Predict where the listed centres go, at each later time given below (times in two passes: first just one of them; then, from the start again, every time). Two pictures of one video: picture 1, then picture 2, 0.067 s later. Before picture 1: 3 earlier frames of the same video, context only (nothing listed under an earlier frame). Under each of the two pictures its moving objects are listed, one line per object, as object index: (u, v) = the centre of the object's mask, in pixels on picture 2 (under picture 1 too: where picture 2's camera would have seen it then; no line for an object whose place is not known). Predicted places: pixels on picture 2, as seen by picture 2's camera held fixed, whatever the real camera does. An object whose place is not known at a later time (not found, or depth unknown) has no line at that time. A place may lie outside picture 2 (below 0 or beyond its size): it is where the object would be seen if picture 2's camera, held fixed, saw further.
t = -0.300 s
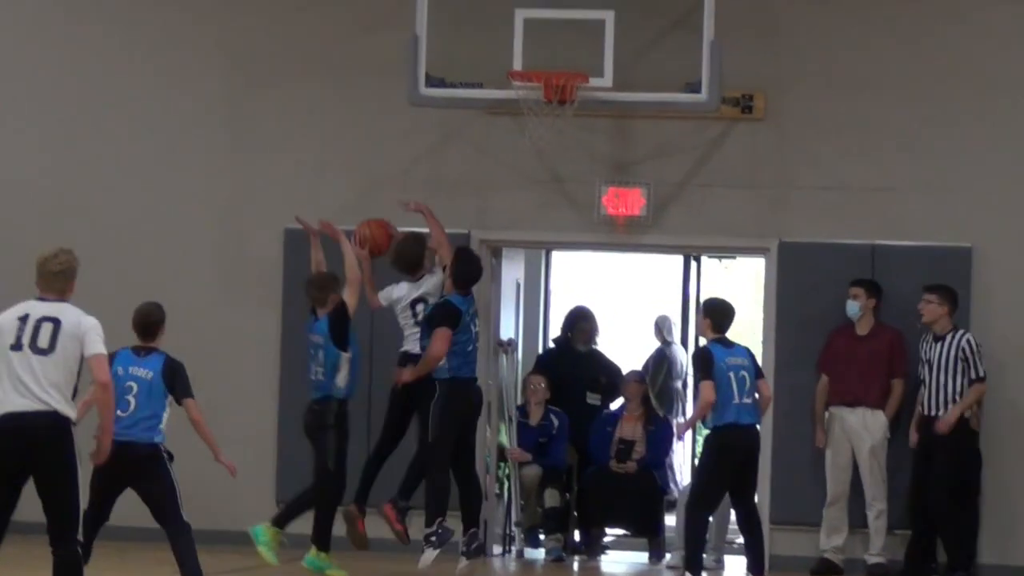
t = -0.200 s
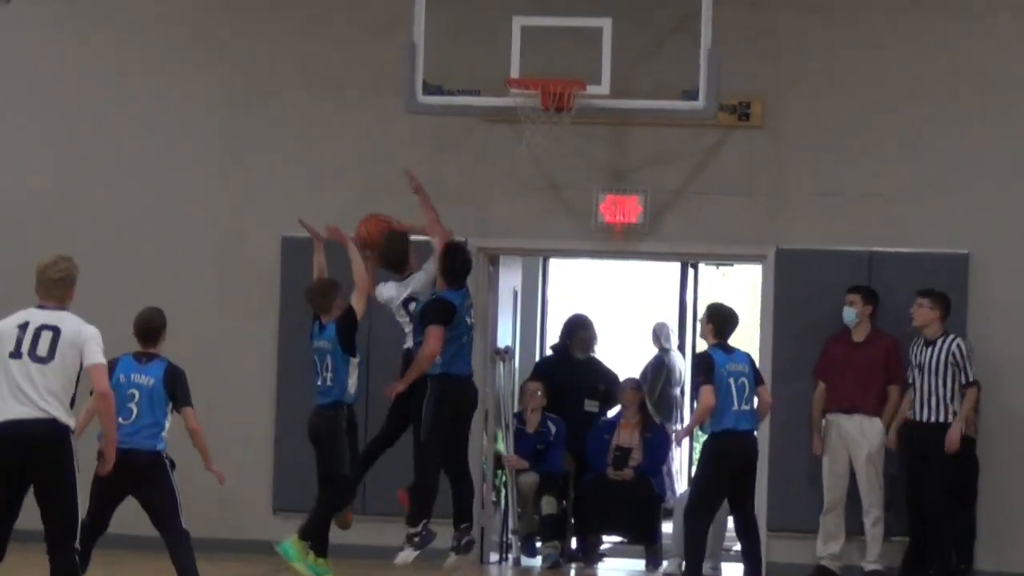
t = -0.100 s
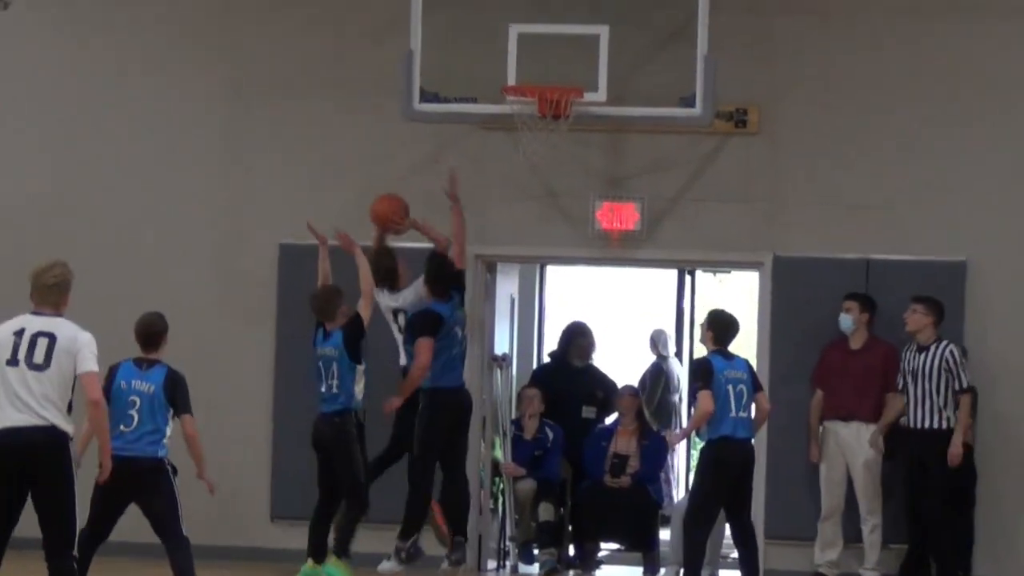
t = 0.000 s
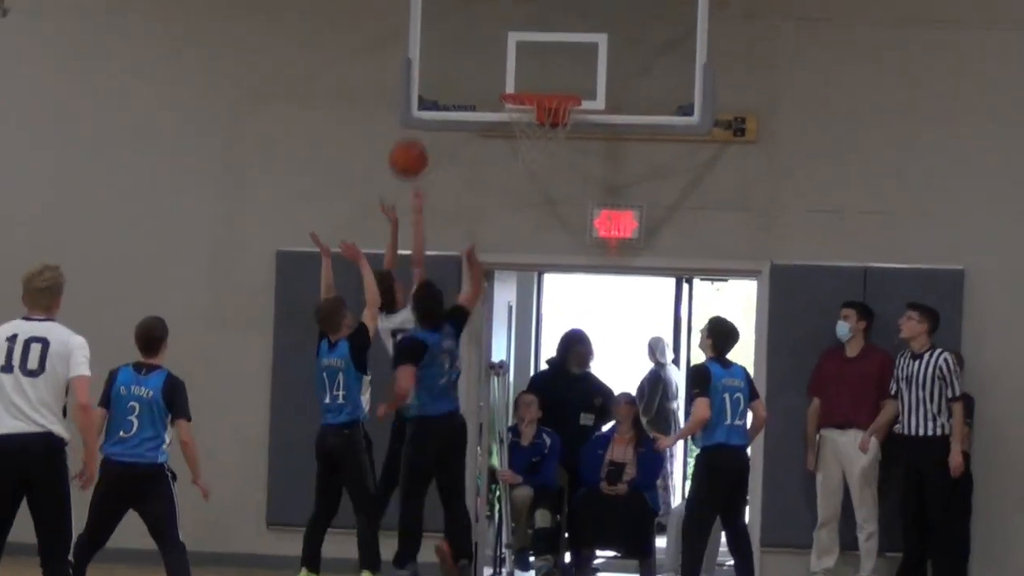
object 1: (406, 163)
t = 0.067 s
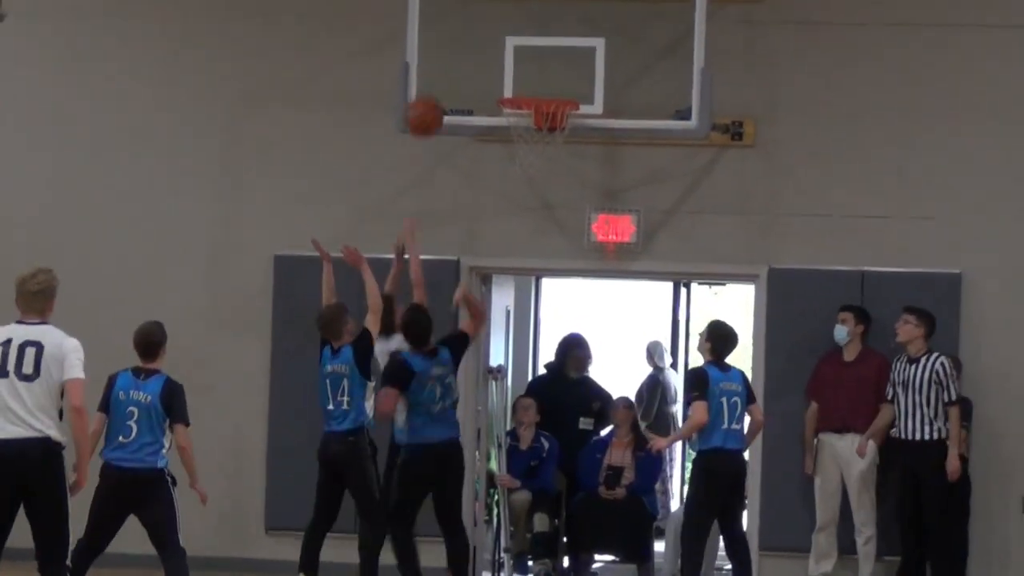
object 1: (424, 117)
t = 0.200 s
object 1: (459, 45)
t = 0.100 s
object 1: (432, 96)
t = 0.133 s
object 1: (441, 77)
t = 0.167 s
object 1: (451, 61)
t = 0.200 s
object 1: (459, 45)
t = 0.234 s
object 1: (468, 31)
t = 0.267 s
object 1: (476, 20)
